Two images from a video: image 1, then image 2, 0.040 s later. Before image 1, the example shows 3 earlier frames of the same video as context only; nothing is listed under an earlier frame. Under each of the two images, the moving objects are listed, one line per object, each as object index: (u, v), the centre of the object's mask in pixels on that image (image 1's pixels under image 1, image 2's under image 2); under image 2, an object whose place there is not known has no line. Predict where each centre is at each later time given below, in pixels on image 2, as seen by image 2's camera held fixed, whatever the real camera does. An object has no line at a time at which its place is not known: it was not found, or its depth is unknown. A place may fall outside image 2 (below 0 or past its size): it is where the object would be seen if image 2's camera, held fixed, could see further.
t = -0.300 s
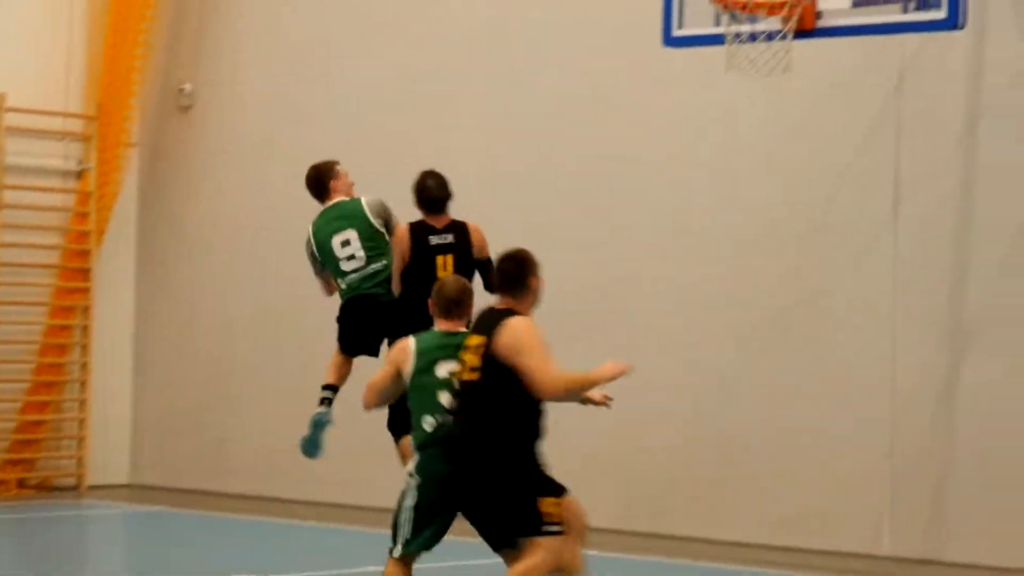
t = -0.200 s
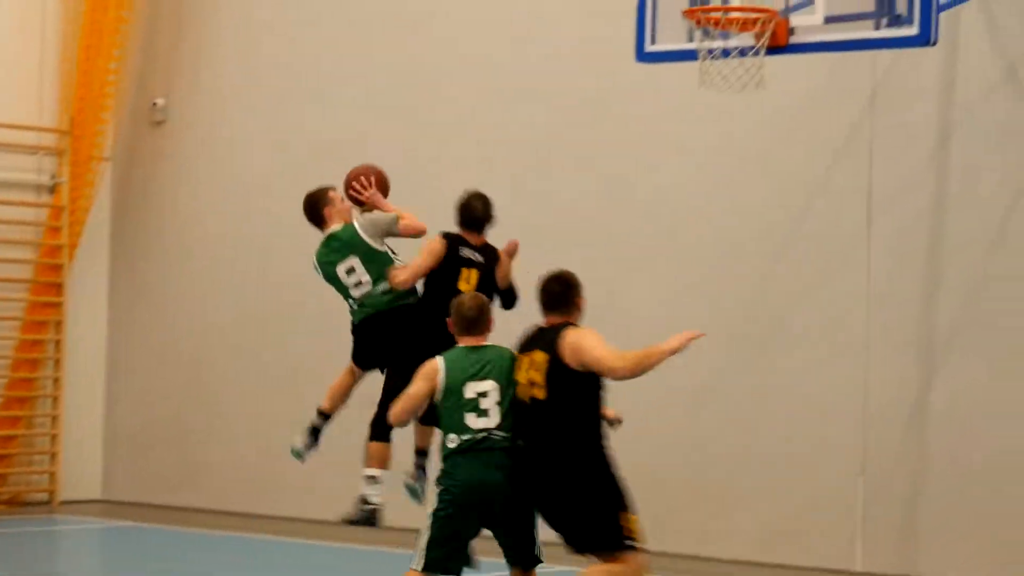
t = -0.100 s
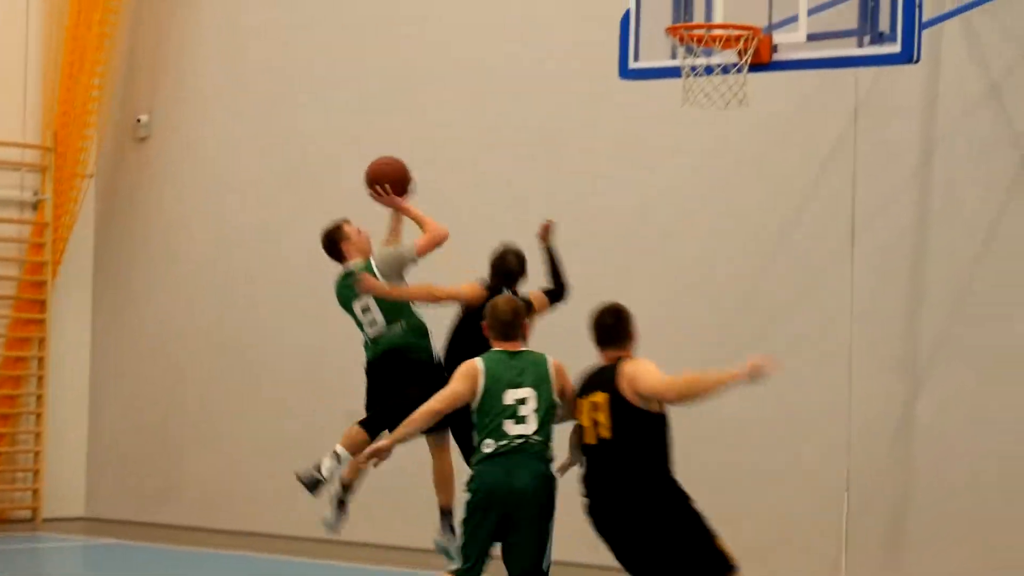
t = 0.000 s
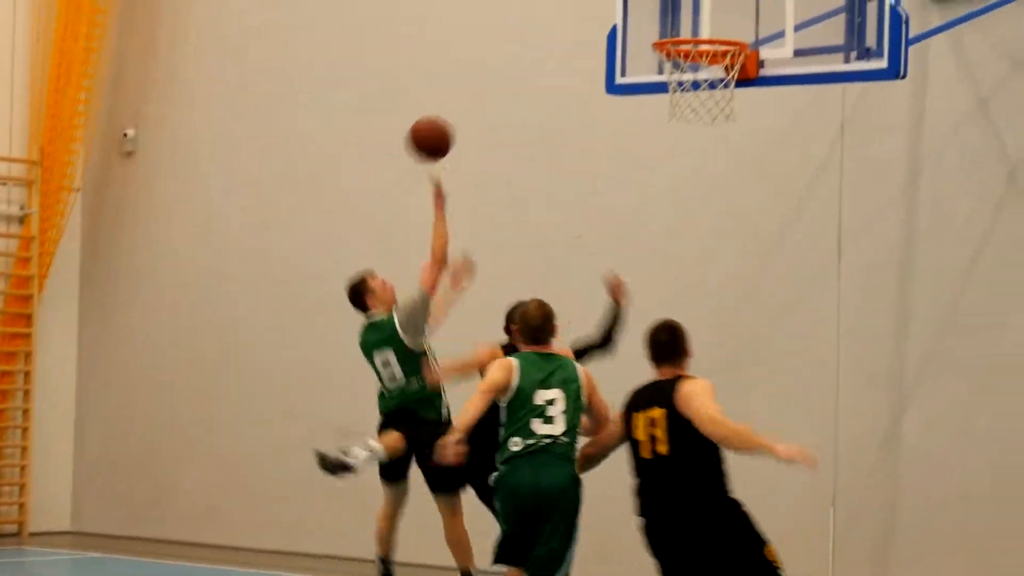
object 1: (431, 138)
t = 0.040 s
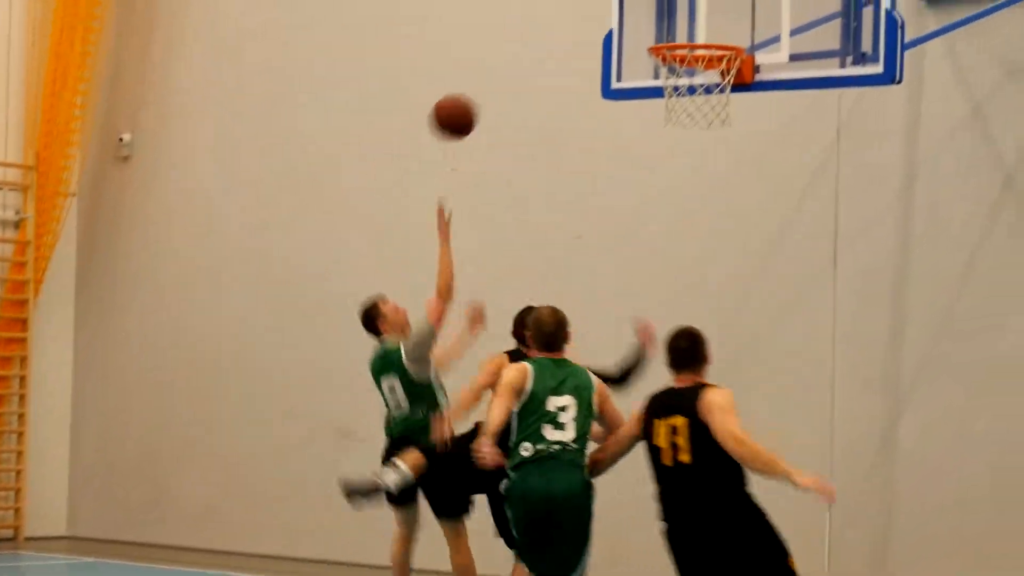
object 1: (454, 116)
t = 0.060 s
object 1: (468, 104)
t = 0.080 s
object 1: (482, 93)
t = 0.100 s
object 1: (496, 83)
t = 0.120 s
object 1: (509, 73)
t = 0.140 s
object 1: (523, 64)
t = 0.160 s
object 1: (537, 55)
